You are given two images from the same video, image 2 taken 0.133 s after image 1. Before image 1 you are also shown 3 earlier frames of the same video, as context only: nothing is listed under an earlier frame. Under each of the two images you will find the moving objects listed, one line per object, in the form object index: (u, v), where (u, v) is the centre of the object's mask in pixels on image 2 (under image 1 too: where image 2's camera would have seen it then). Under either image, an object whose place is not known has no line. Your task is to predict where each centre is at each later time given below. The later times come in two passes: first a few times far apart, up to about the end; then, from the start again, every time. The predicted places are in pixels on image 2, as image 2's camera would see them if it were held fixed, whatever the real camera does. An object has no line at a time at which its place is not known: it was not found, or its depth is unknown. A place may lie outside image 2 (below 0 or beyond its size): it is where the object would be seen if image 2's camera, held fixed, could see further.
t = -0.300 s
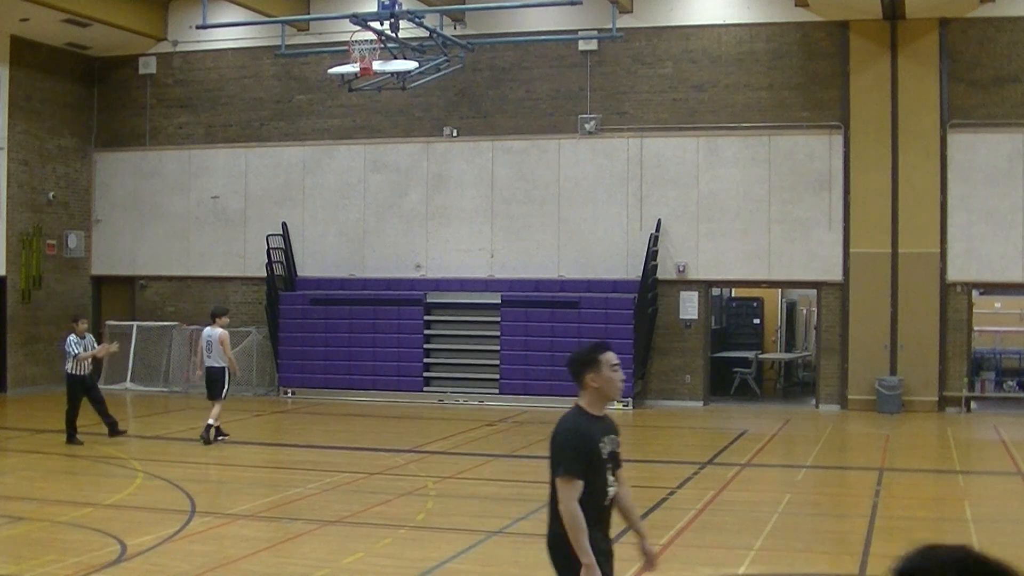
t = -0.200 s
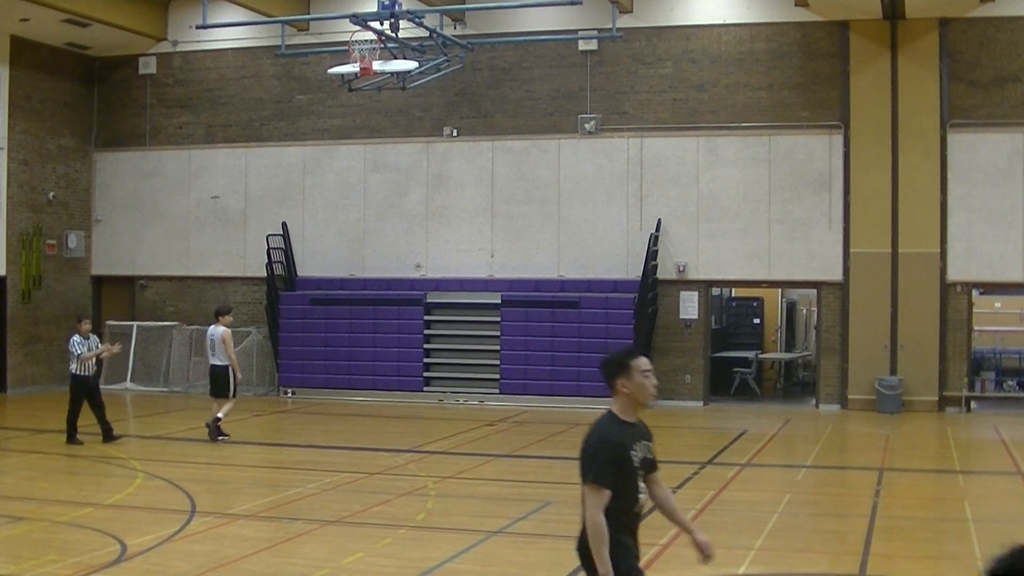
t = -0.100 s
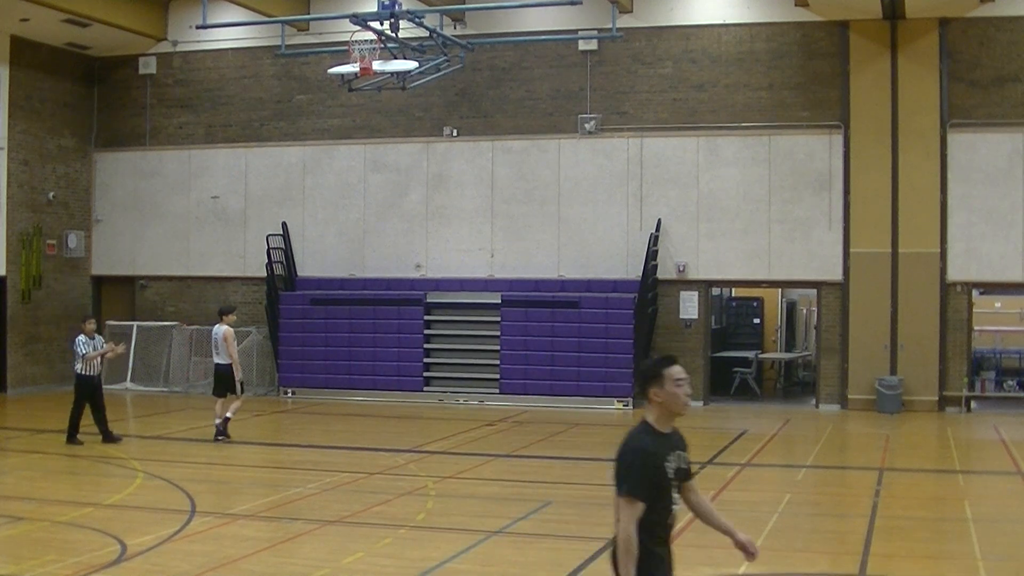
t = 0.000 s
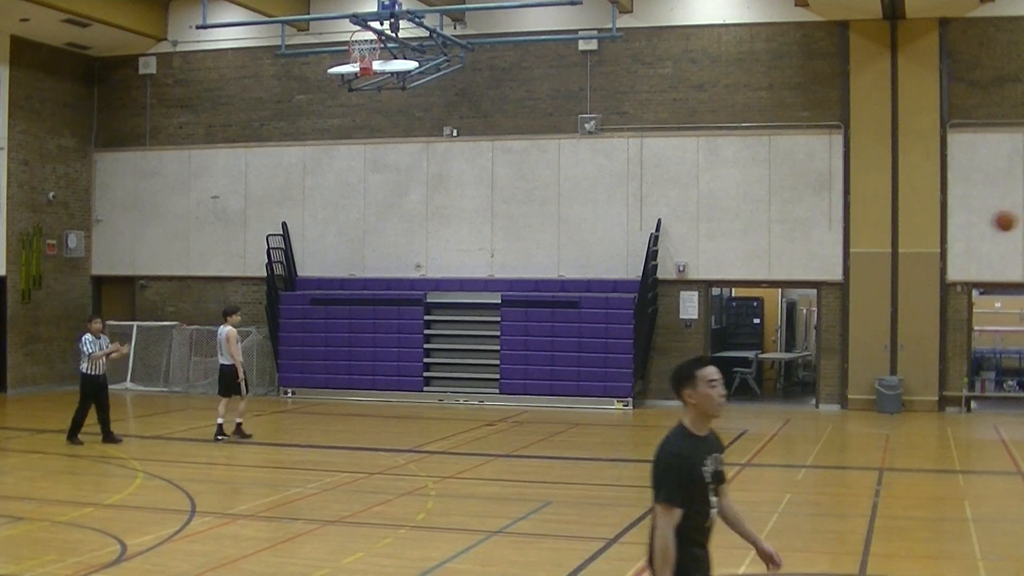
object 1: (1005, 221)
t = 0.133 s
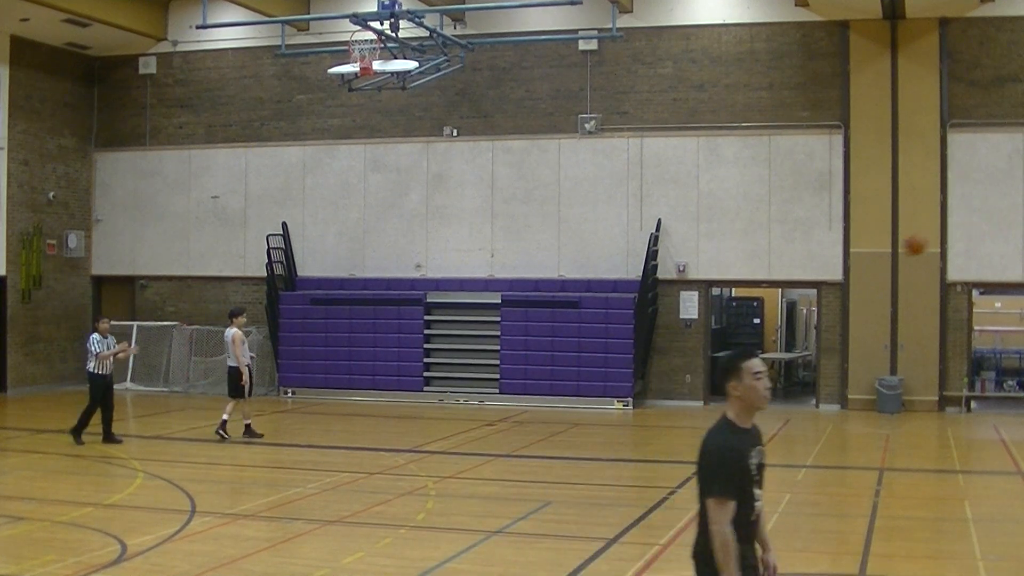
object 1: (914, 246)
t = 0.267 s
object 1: (828, 282)
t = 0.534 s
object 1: (661, 403)
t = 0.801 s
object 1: (565, 392)
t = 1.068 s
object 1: (510, 326)
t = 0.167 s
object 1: (892, 254)
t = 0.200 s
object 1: (871, 264)
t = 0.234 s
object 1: (849, 272)
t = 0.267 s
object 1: (828, 282)
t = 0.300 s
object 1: (807, 295)
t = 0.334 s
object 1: (786, 308)
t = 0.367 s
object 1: (764, 322)
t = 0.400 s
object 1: (744, 337)
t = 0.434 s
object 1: (723, 352)
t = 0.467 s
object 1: (704, 367)
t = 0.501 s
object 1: (681, 385)
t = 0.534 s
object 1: (661, 403)
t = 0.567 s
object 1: (642, 421)
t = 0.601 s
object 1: (622, 441)
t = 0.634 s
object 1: (602, 463)
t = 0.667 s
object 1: (594, 452)
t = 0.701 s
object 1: (587, 435)
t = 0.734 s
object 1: (579, 420)
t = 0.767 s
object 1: (572, 404)
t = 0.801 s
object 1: (565, 392)
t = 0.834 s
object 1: (559, 381)
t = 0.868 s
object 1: (552, 369)
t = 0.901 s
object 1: (545, 360)
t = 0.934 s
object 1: (538, 352)
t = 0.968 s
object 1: (531, 344)
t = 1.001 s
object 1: (525, 337)
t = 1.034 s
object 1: (518, 331)
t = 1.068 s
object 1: (510, 326)
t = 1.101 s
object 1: (504, 322)
